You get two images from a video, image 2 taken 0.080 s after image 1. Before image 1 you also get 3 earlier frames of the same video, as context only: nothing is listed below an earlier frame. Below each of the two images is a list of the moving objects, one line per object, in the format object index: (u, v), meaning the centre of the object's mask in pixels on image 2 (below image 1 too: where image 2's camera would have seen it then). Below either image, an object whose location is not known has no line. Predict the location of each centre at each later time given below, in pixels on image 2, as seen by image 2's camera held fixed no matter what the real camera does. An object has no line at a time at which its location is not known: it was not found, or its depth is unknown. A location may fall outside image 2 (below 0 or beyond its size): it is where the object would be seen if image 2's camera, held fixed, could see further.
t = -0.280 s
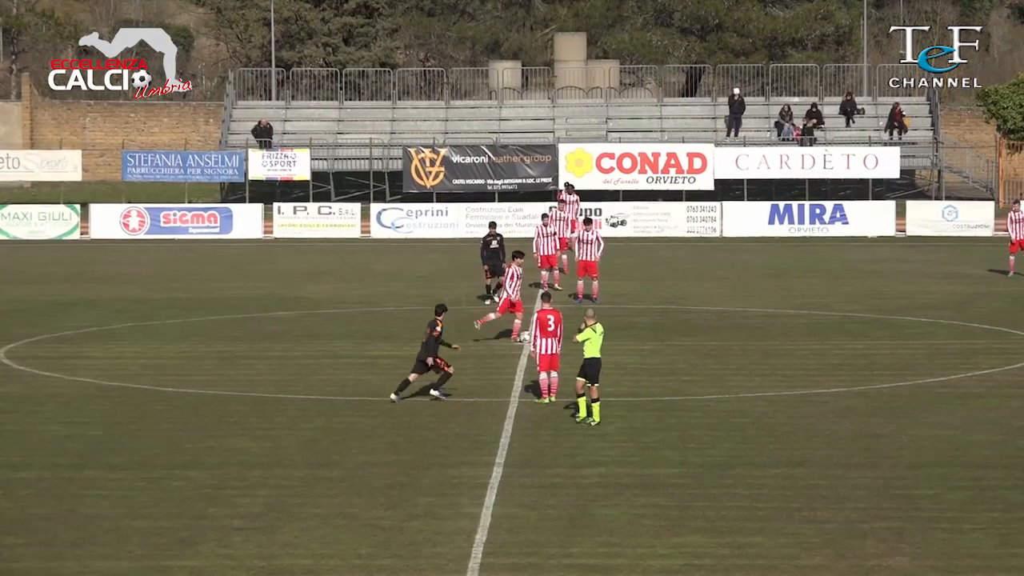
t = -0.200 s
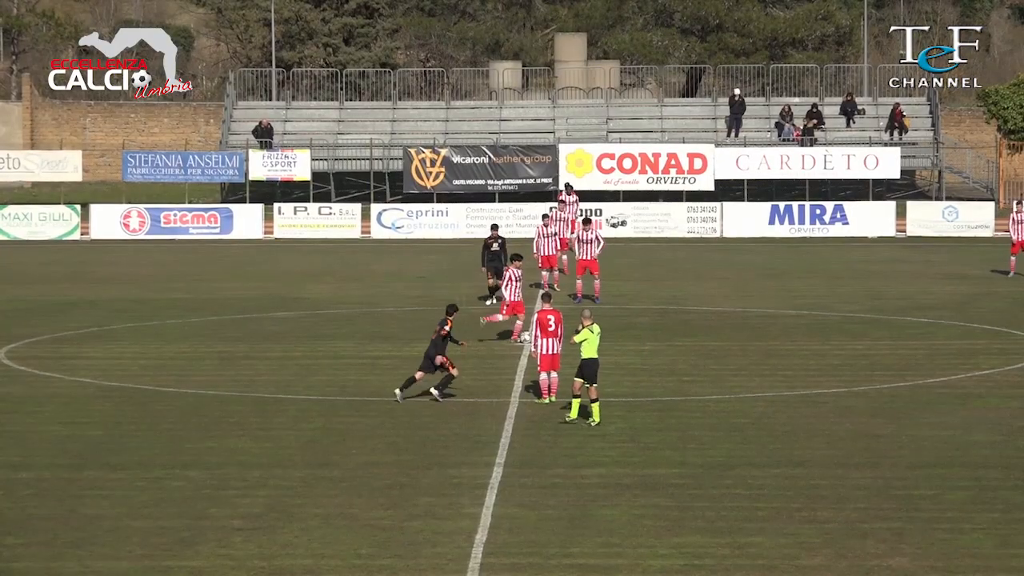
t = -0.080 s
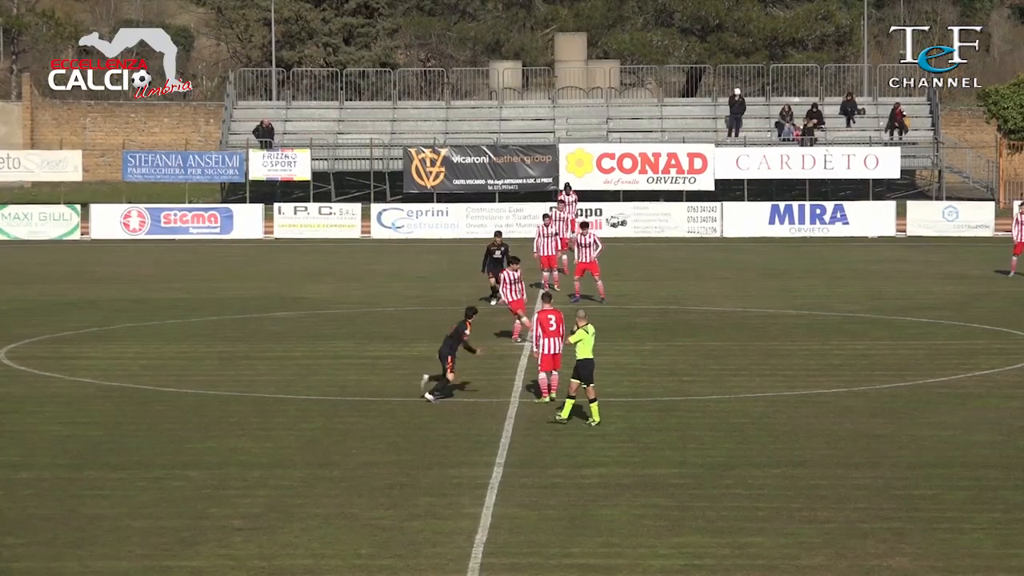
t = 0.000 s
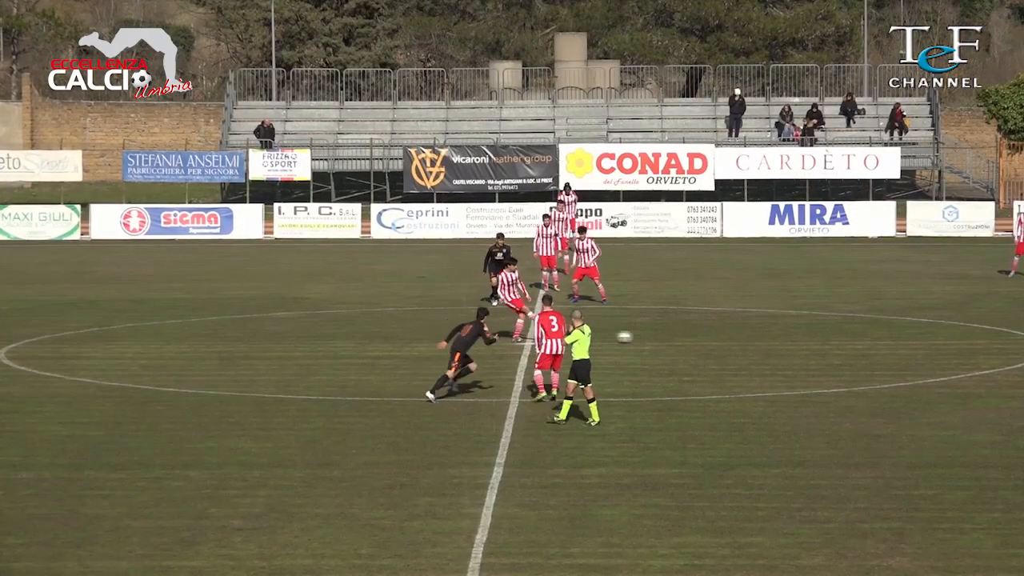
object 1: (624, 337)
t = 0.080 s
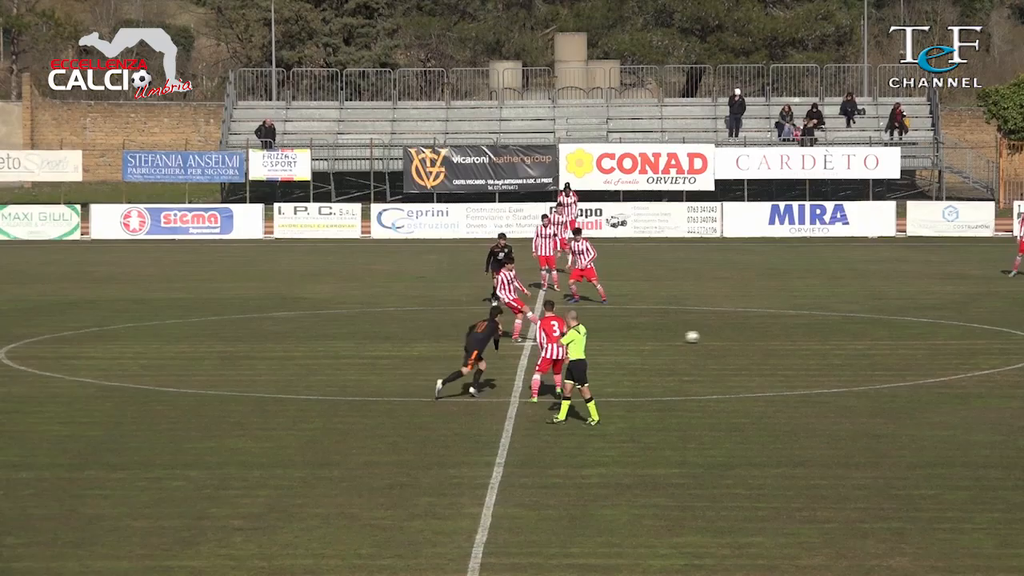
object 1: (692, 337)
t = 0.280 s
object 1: (846, 336)
